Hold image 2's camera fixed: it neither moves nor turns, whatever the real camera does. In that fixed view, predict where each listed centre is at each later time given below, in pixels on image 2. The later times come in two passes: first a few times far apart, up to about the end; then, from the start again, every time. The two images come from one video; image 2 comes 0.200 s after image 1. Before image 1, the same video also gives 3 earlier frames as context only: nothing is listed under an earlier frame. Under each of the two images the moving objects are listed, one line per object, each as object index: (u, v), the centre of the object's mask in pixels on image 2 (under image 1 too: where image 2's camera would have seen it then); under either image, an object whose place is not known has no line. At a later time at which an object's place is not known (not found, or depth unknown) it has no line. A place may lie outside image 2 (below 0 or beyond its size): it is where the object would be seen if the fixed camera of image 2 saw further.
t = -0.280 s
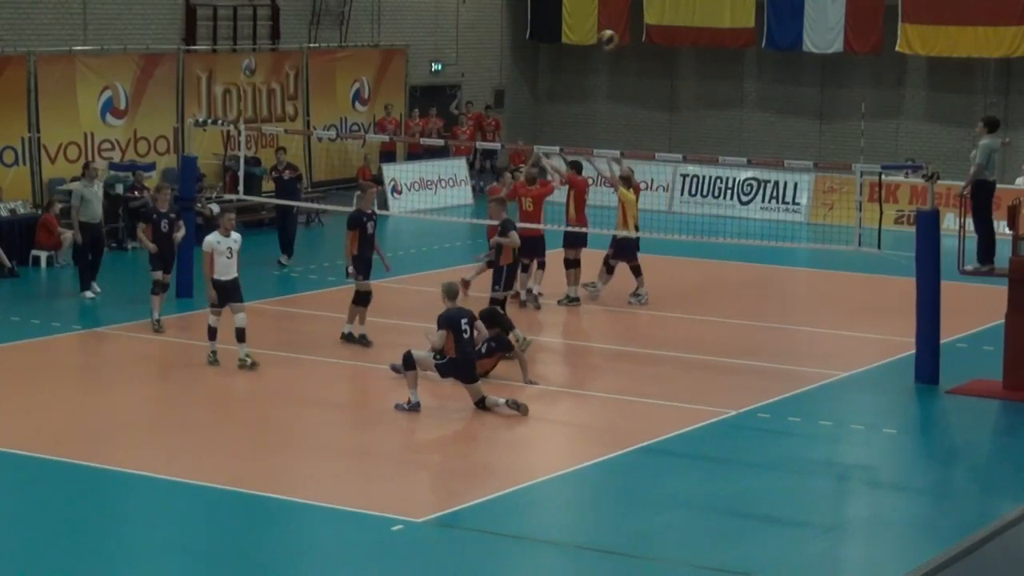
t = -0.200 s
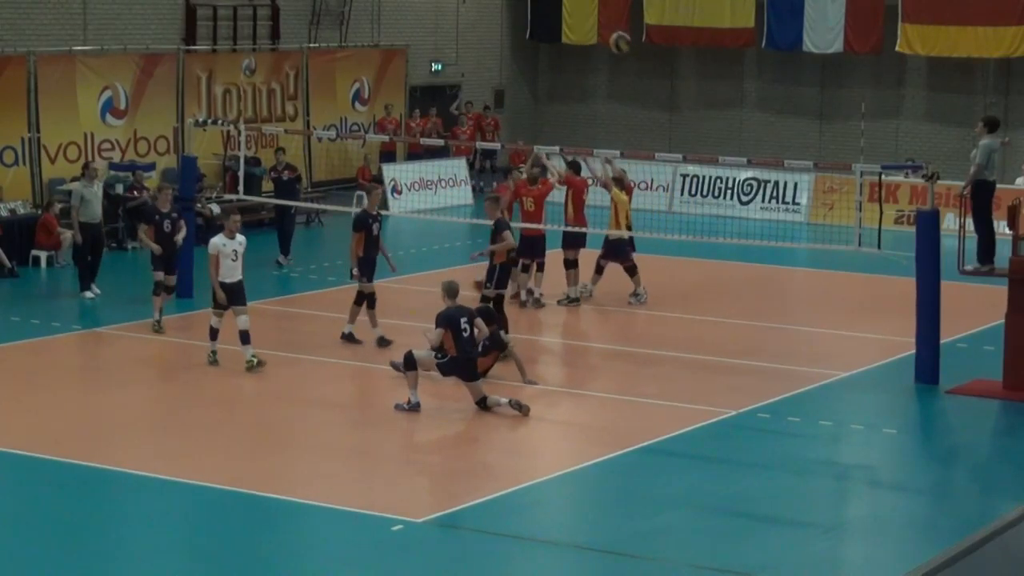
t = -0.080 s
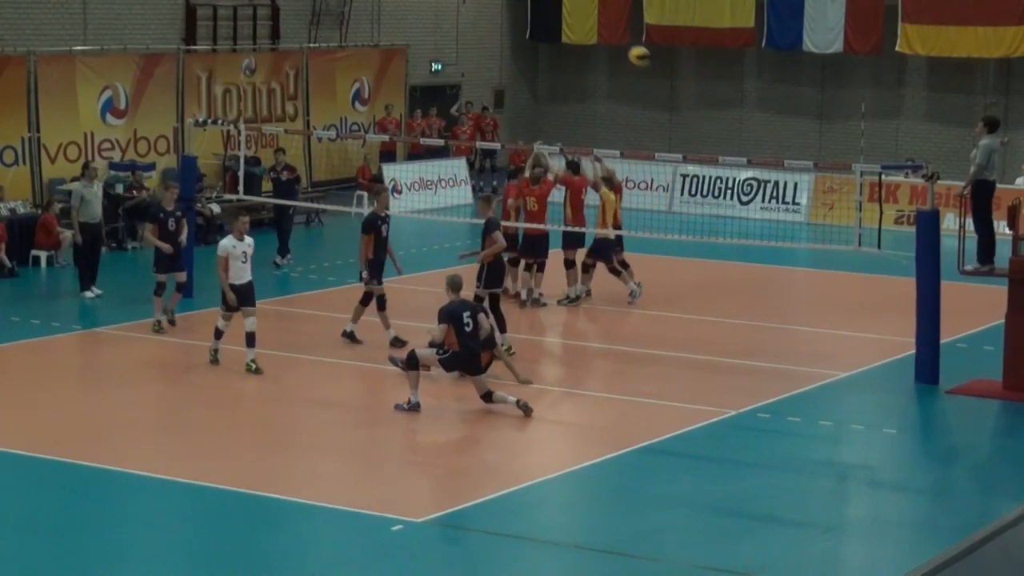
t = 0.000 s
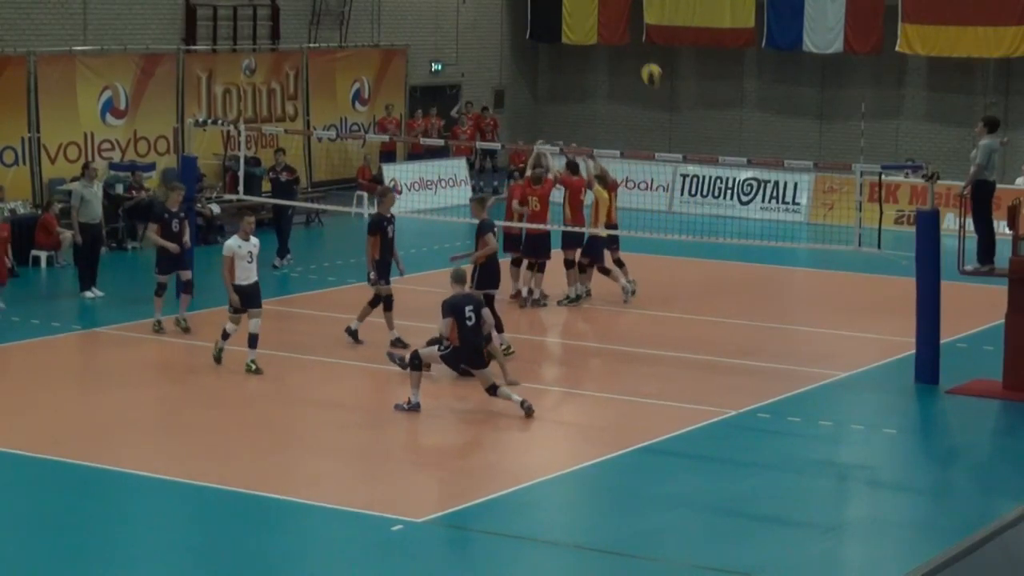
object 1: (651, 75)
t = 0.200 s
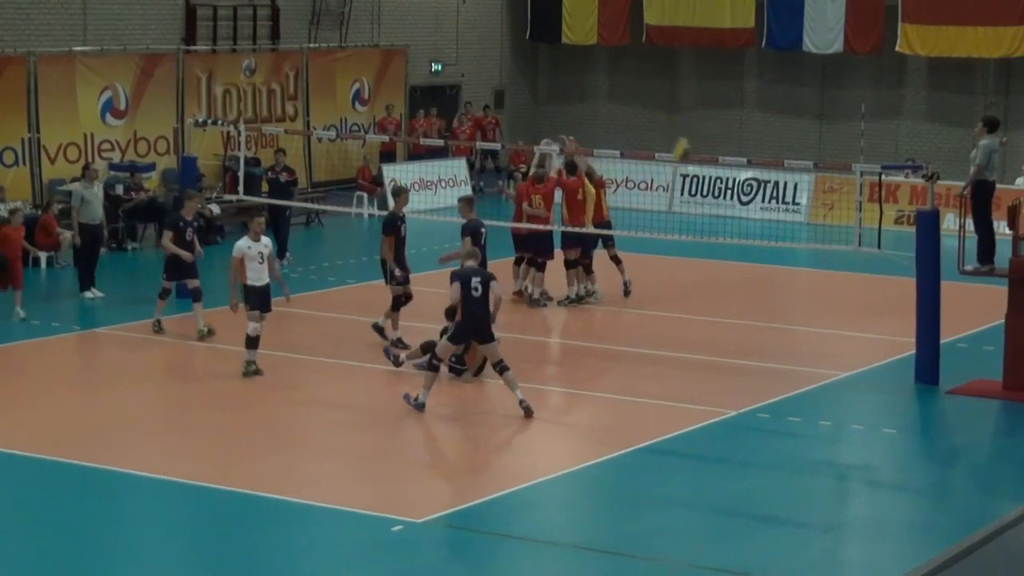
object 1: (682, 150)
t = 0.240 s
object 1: (689, 170)
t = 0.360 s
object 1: (707, 244)
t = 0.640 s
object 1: (747, 475)
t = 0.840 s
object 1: (781, 393)
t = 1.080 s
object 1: (818, 310)
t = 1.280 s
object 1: (847, 291)
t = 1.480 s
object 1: (877, 319)
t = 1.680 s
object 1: (904, 393)
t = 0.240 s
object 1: (689, 170)
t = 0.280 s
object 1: (696, 194)
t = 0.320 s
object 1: (702, 219)
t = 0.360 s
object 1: (707, 244)
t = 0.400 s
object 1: (714, 273)
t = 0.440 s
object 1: (720, 302)
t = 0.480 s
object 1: (726, 333)
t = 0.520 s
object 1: (731, 365)
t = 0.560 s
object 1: (738, 400)
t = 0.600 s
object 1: (742, 437)
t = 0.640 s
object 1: (747, 475)
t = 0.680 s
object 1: (753, 480)
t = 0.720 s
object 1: (761, 456)
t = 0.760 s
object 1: (766, 431)
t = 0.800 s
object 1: (773, 412)
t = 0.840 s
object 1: (781, 393)
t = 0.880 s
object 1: (786, 375)
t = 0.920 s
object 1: (793, 358)
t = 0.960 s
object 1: (799, 344)
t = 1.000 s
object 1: (805, 331)
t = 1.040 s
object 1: (811, 319)
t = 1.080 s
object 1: (818, 310)
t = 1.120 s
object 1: (824, 302)
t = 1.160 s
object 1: (830, 297)
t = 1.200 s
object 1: (835, 293)
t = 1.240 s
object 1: (842, 290)
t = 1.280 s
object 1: (847, 291)
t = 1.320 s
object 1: (853, 292)
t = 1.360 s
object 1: (860, 295)
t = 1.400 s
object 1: (866, 301)
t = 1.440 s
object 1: (872, 308)
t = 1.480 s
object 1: (877, 319)
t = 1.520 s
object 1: (882, 329)
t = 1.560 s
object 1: (888, 344)
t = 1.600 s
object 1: (893, 357)
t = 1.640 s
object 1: (898, 375)
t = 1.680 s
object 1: (904, 393)
